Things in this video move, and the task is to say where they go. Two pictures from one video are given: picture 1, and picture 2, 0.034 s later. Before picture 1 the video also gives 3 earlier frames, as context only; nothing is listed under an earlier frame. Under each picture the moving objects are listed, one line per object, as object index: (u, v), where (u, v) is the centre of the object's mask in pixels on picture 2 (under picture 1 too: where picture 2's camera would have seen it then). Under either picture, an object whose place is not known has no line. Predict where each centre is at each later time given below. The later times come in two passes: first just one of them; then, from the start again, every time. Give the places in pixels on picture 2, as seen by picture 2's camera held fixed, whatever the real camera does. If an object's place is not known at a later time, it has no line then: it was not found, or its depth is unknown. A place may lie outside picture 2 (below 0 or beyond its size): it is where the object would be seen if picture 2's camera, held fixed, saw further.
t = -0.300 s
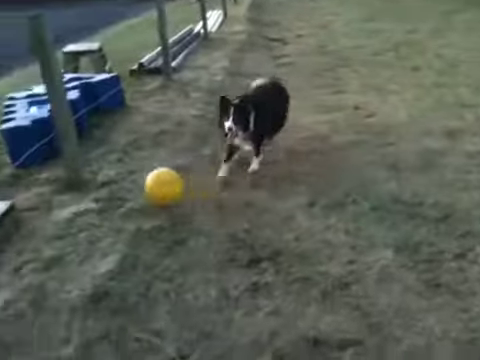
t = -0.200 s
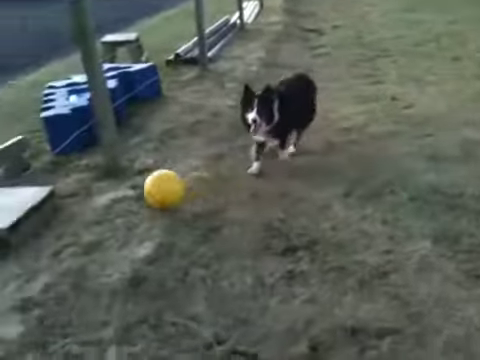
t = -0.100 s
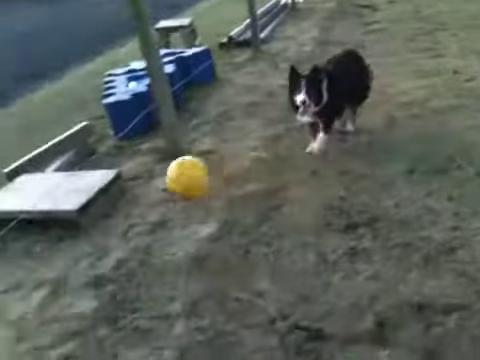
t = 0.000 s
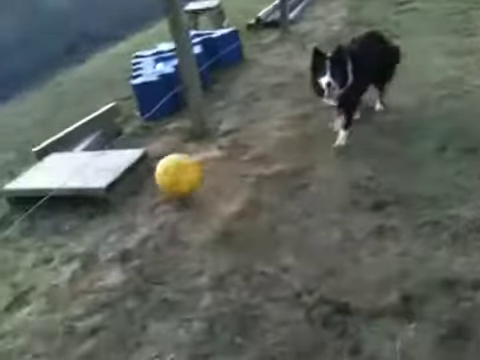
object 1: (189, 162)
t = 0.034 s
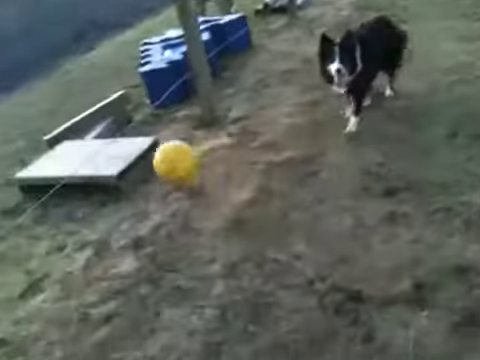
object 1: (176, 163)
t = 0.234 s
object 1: (100, 200)
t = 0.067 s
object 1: (166, 163)
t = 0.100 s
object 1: (151, 168)
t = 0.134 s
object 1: (138, 172)
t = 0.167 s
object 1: (125, 179)
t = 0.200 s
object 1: (112, 188)
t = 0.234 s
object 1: (100, 200)
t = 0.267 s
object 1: (85, 211)
